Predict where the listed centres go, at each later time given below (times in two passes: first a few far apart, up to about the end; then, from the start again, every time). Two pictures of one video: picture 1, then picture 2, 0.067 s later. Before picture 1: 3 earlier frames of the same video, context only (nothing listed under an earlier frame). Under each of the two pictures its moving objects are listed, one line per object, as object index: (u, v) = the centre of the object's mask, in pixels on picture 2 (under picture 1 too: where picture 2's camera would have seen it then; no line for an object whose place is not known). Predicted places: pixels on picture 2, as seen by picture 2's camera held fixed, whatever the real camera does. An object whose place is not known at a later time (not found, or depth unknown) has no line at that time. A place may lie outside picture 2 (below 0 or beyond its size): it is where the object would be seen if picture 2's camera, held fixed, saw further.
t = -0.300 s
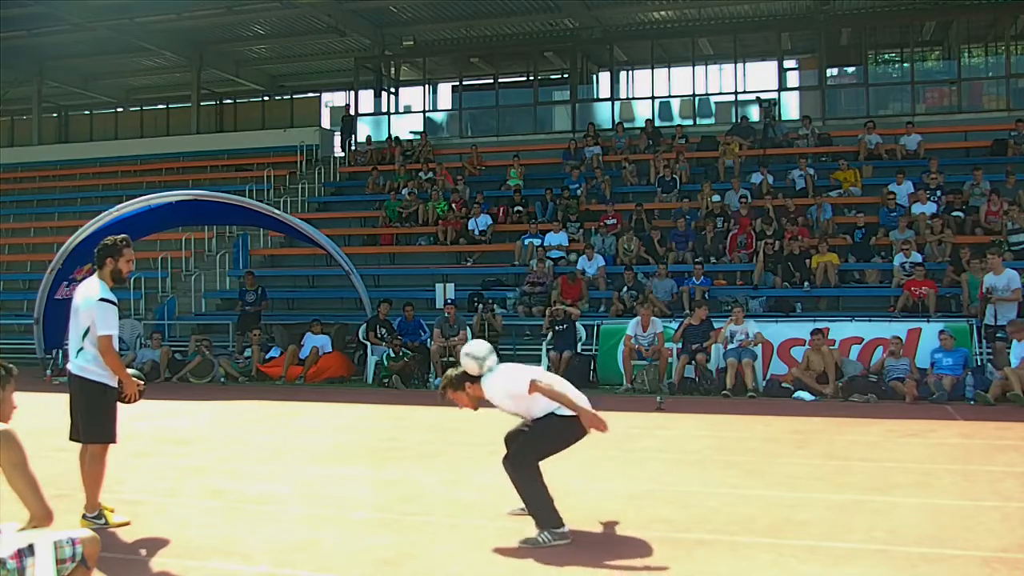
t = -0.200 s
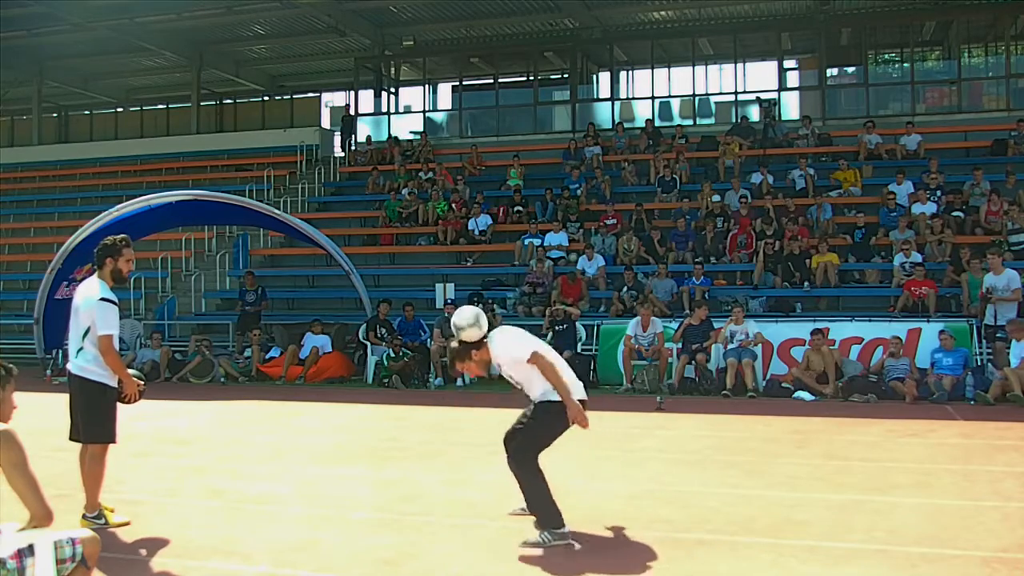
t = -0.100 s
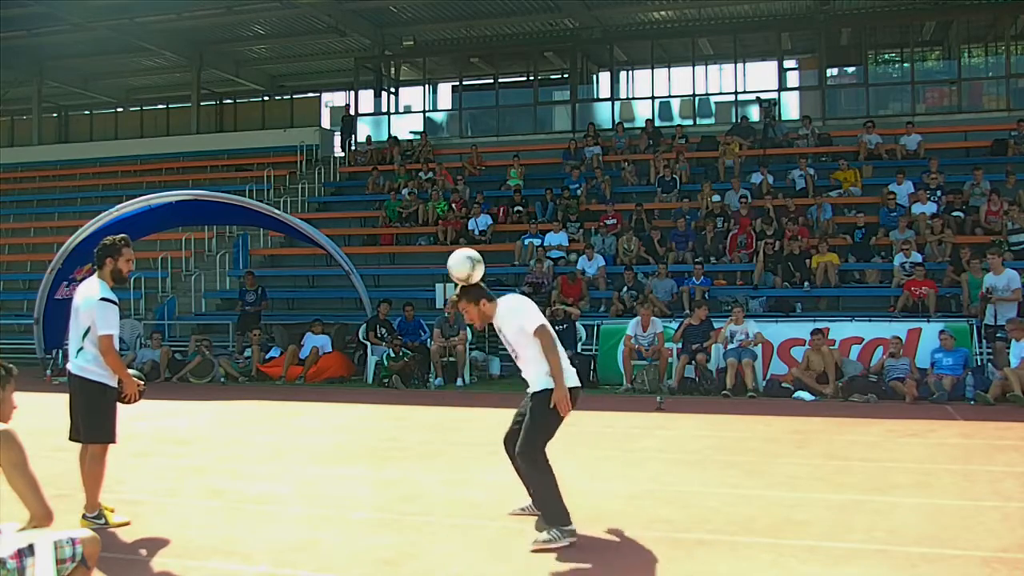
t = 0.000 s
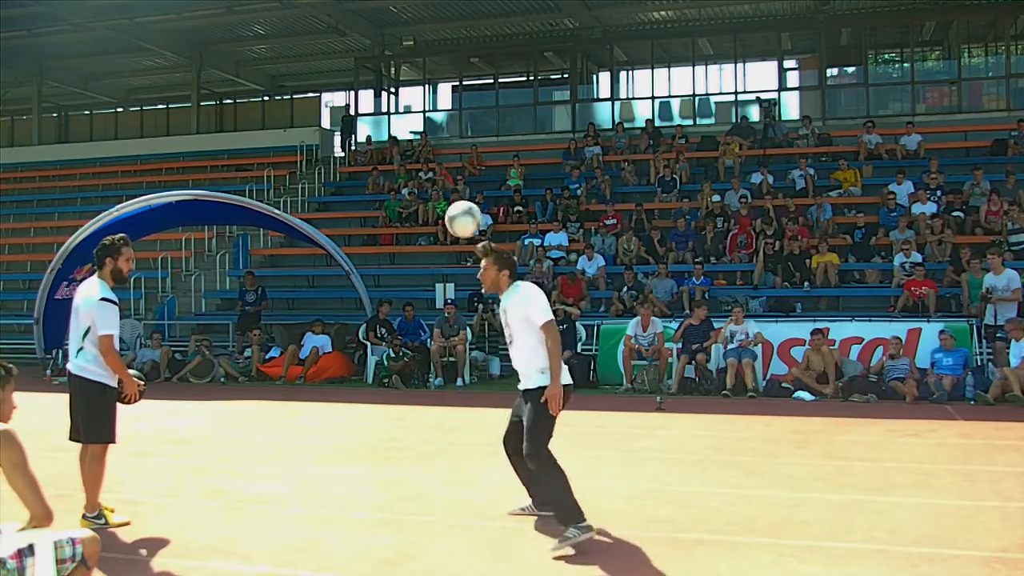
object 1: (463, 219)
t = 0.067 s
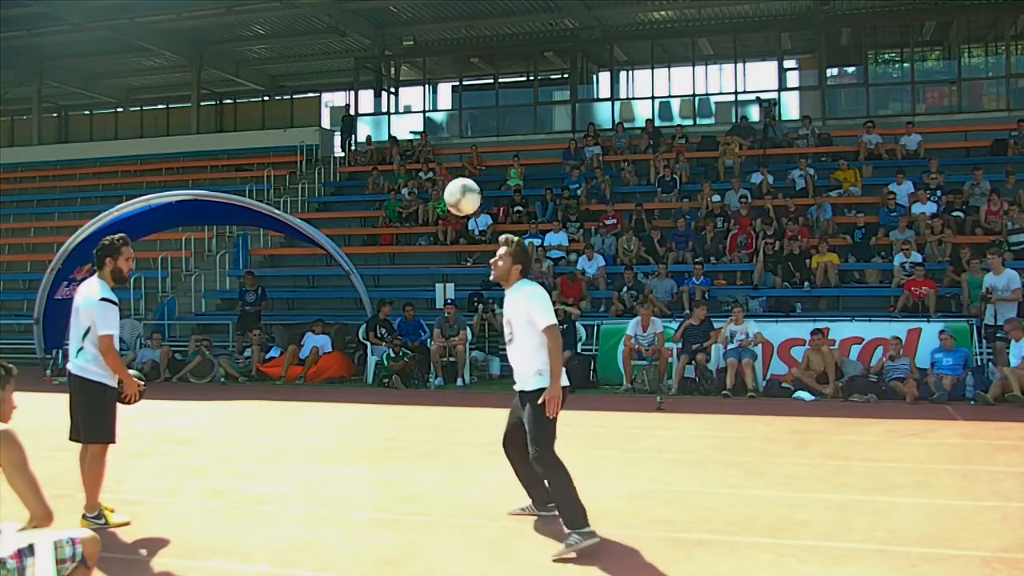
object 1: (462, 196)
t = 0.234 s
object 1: (460, 171)
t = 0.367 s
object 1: (459, 183)
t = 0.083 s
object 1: (462, 192)
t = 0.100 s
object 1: (462, 188)
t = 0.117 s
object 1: (462, 184)
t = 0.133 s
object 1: (461, 181)
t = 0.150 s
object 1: (461, 178)
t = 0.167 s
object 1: (461, 176)
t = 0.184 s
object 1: (461, 174)
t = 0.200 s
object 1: (461, 172)
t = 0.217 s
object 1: (460, 171)
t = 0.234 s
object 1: (460, 171)
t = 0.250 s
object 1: (460, 171)
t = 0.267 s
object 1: (460, 171)
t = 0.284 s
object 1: (460, 172)
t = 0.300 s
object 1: (460, 173)
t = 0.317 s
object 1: (459, 175)
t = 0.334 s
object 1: (459, 177)
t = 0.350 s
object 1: (459, 180)
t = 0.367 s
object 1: (459, 183)
